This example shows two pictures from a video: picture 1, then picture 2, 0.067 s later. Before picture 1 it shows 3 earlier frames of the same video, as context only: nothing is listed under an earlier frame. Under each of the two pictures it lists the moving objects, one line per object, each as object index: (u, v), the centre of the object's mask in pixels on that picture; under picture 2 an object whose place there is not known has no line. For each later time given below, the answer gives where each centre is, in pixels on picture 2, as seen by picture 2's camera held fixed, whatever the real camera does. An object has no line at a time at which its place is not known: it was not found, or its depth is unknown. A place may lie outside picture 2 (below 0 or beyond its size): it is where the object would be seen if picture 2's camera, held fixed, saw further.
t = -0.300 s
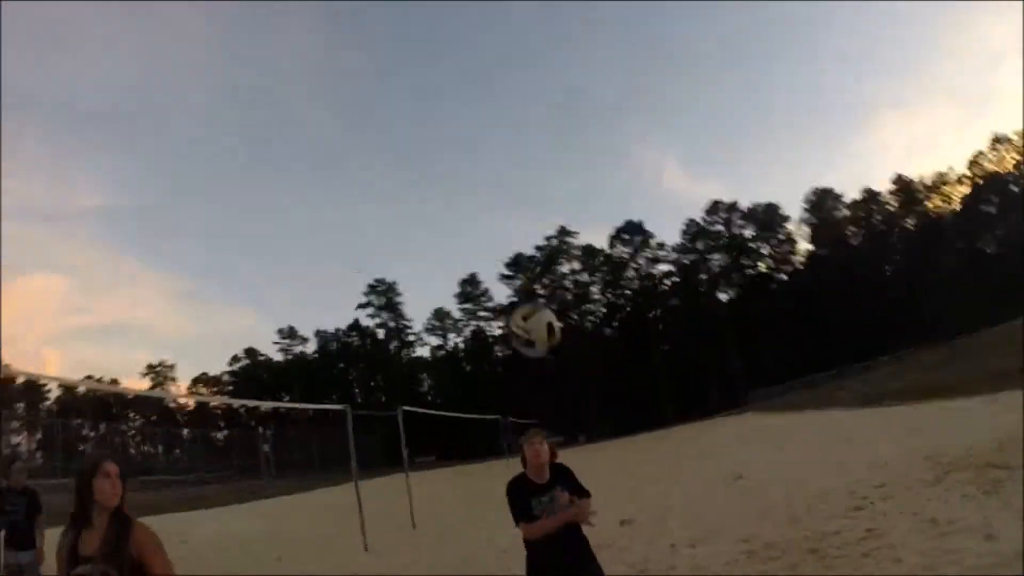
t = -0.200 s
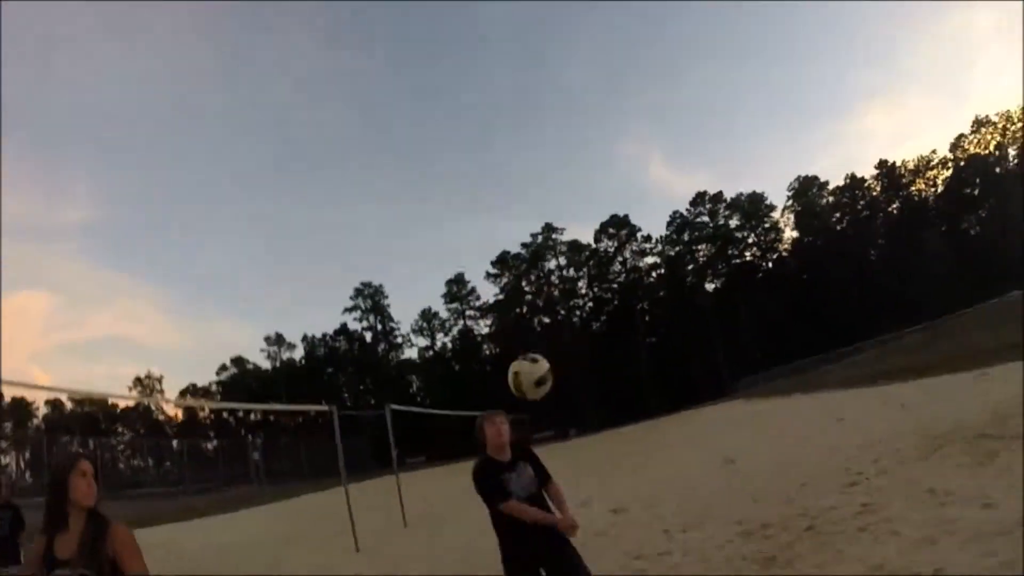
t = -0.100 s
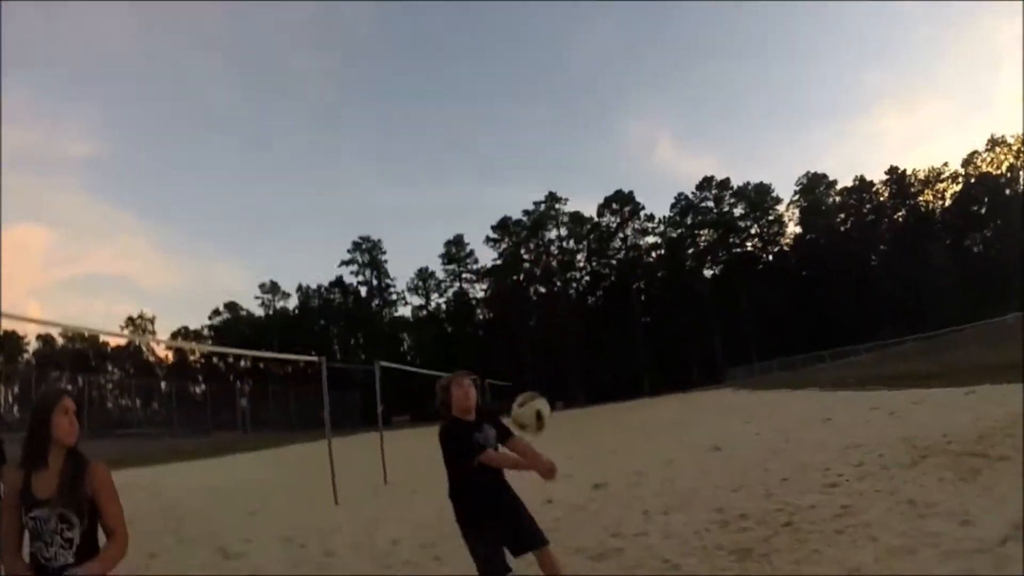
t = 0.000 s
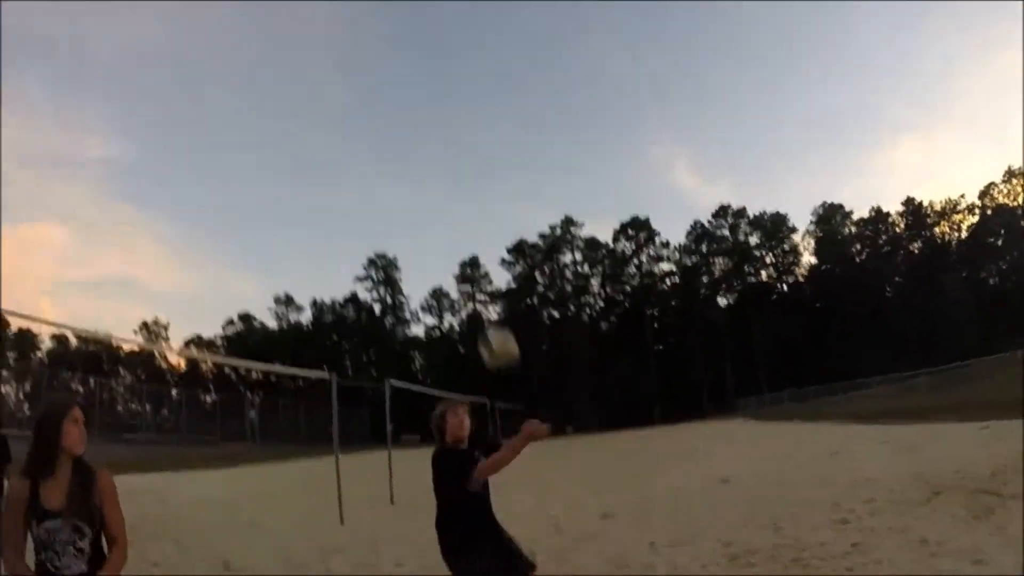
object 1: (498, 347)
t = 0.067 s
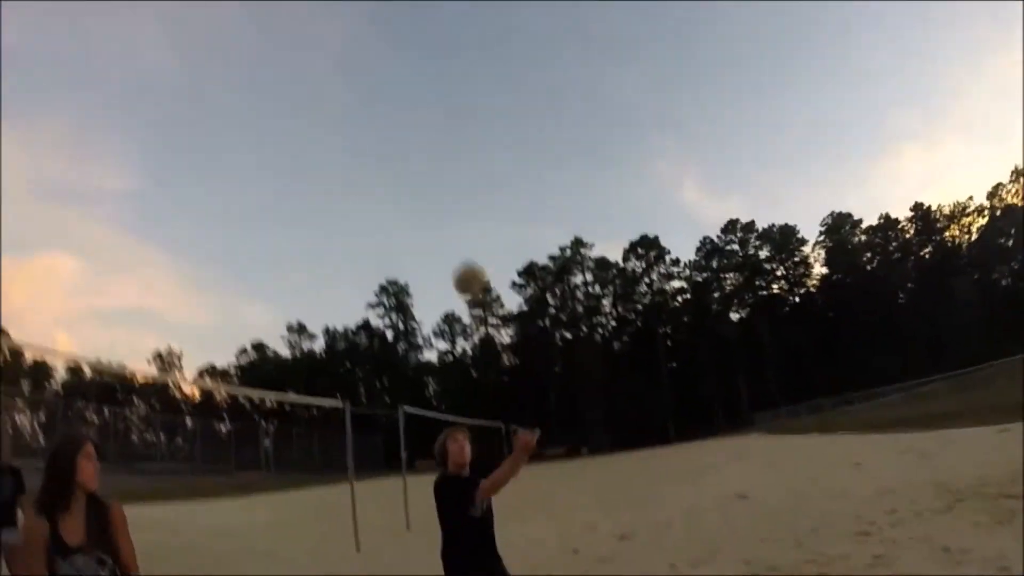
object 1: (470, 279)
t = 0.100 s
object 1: (452, 243)
